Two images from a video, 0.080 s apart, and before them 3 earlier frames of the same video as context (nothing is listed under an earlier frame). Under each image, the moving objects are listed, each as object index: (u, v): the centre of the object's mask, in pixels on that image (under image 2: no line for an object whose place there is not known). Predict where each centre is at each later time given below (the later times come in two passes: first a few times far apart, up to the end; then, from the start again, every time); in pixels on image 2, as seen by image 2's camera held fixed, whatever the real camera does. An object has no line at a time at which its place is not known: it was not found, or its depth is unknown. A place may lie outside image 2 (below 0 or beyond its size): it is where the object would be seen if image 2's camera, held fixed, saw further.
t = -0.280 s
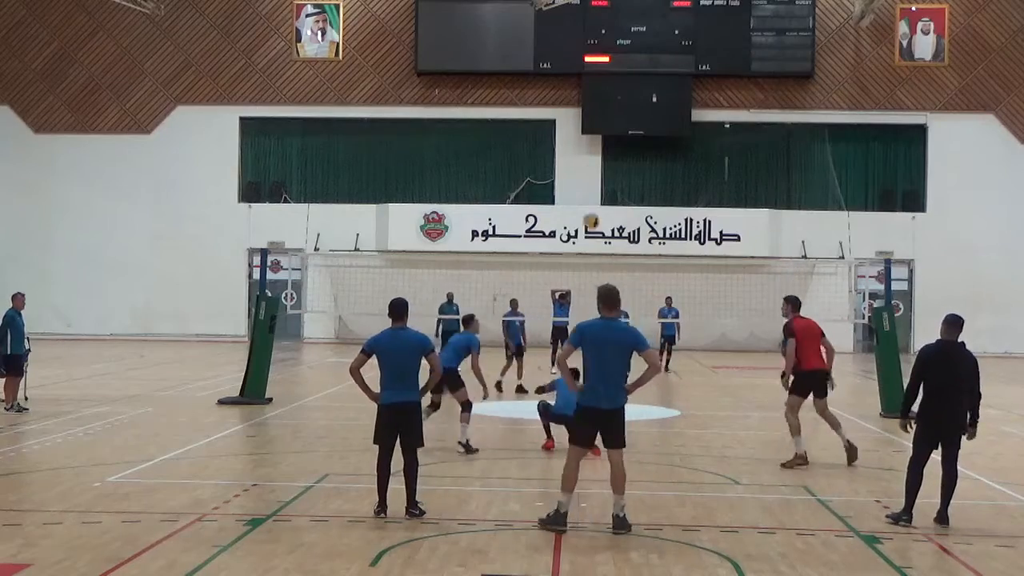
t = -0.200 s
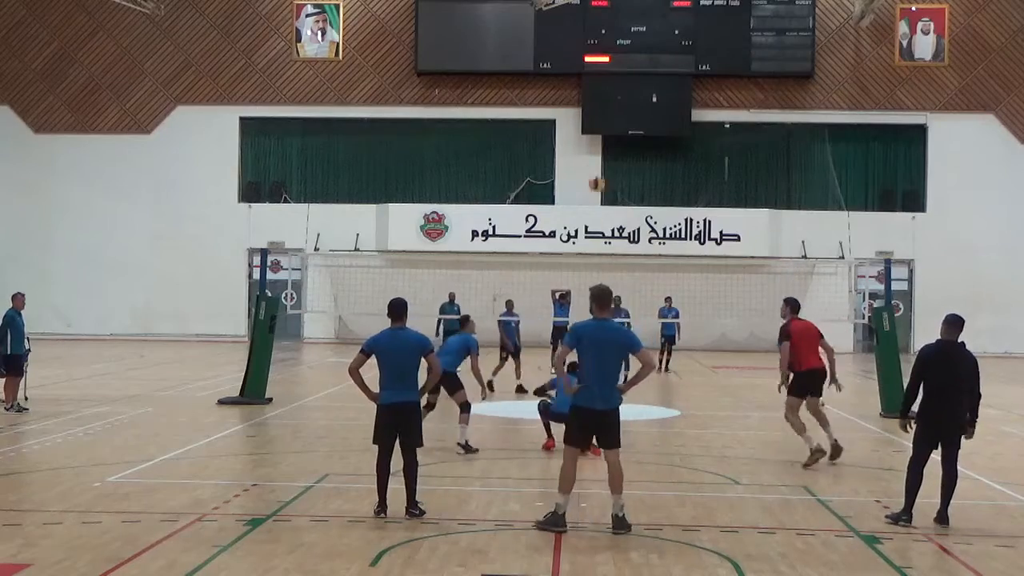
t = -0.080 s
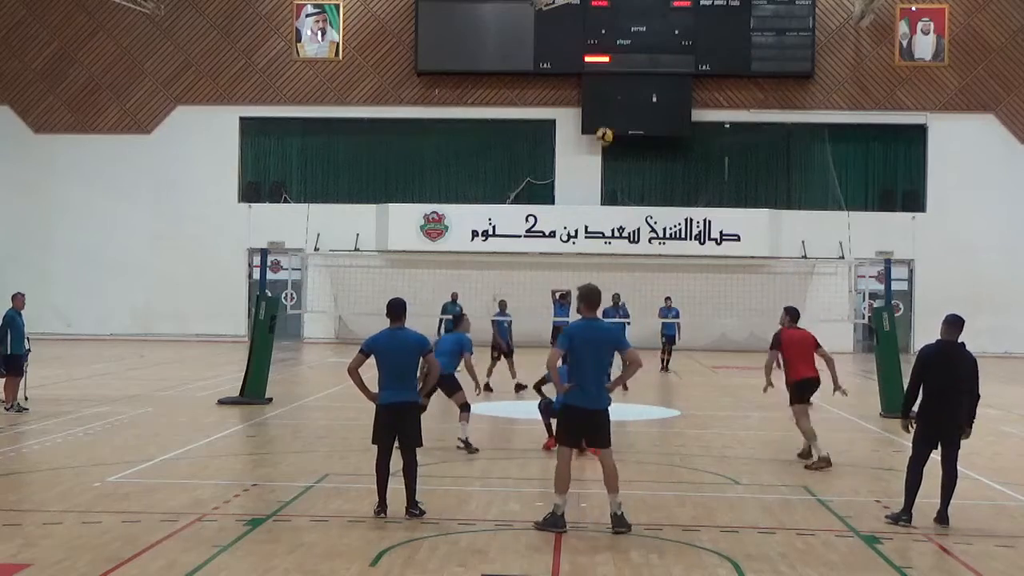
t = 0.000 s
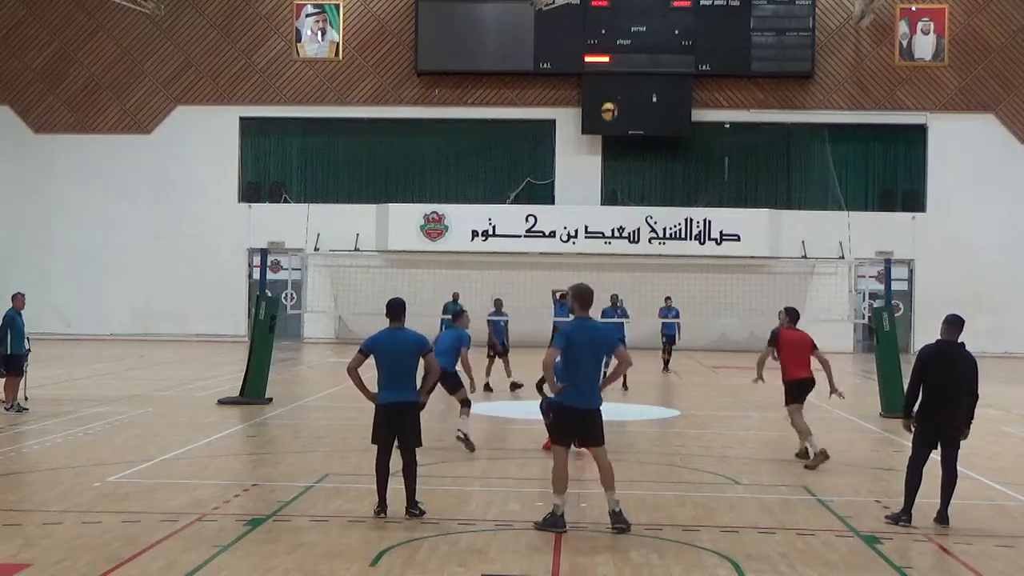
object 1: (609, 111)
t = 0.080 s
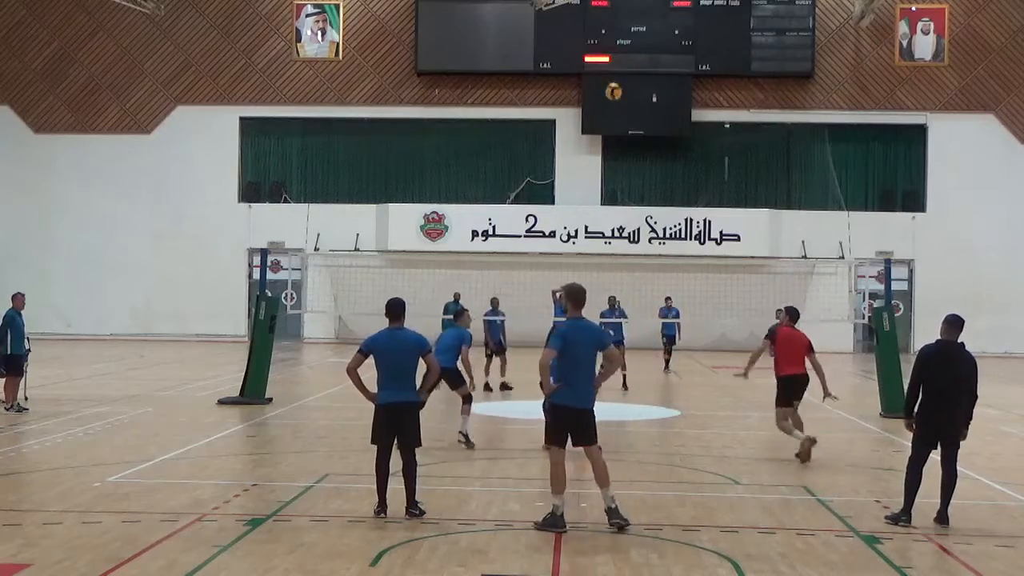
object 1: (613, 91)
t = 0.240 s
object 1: (622, 66)
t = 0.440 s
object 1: (632, 61)
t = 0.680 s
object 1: (643, 94)
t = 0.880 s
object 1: (652, 153)
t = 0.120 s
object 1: (615, 83)
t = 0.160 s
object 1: (618, 76)
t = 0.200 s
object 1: (619, 71)
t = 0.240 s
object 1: (622, 66)
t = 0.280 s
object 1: (624, 63)
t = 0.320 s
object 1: (626, 61)
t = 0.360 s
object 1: (628, 60)
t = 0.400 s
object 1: (630, 60)
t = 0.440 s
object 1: (632, 61)
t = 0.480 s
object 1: (634, 64)
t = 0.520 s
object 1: (635, 68)
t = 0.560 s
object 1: (638, 73)
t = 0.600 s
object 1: (639, 79)
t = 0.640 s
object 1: (641, 86)
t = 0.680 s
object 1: (643, 94)
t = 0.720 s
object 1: (645, 103)
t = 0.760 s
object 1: (647, 115)
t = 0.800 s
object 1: (649, 126)
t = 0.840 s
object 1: (650, 138)
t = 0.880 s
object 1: (652, 153)
